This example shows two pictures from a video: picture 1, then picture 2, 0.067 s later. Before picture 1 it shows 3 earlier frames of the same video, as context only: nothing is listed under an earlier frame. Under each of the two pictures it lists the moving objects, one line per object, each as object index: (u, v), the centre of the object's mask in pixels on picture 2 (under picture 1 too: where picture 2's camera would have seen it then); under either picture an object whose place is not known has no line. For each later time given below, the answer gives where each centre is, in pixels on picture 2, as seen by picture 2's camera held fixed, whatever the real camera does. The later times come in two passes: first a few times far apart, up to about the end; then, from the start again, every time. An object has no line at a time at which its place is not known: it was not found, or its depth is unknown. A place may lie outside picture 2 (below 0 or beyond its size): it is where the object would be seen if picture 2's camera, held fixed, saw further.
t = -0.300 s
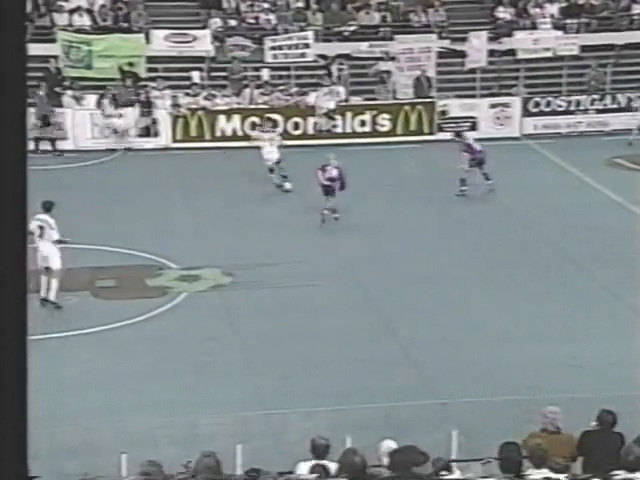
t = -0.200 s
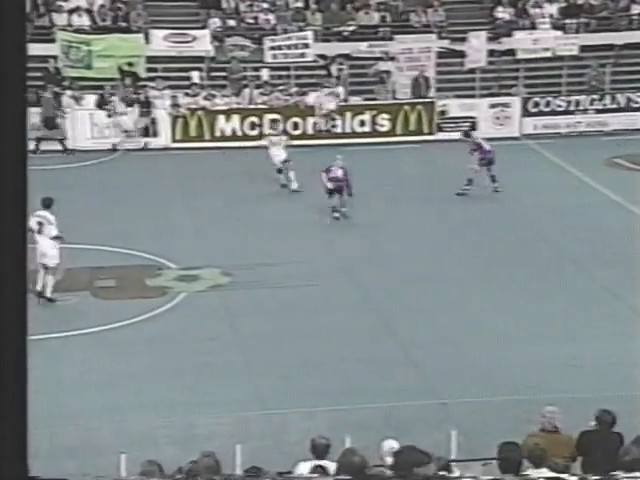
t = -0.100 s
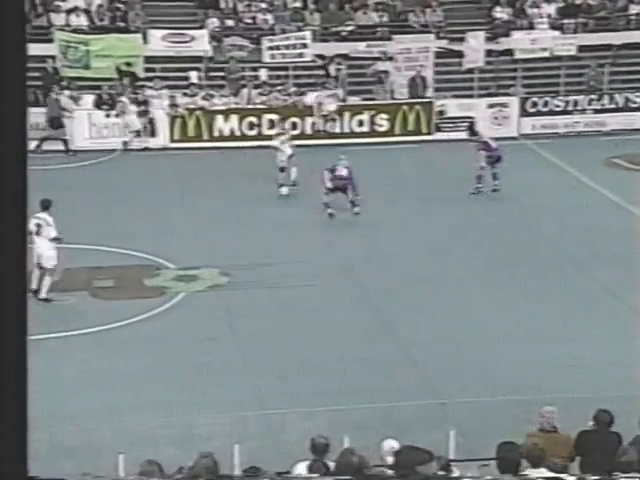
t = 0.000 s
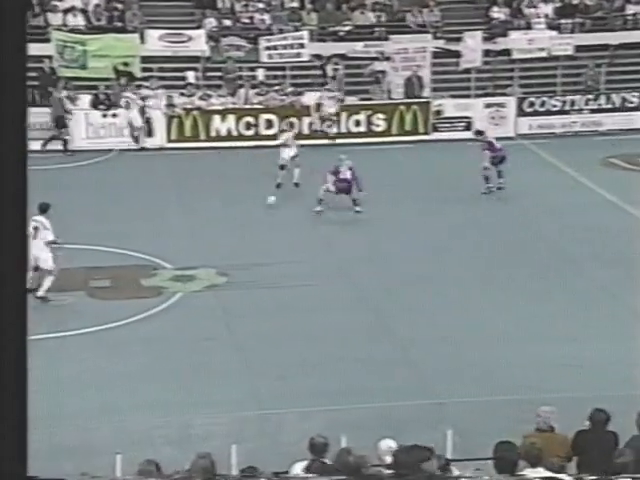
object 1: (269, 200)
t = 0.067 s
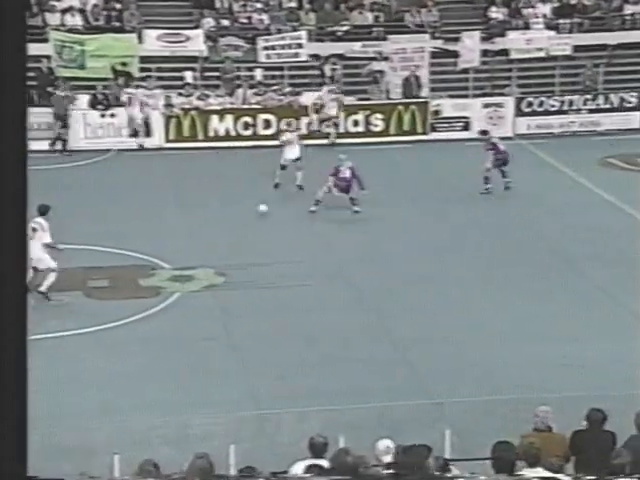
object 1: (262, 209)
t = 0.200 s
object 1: (248, 223)
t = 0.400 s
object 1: (227, 244)
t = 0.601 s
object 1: (207, 257)
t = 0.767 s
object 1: (189, 276)
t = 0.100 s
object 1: (259, 215)
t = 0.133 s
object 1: (255, 220)
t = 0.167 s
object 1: (252, 222)
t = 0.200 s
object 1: (248, 223)
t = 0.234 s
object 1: (245, 225)
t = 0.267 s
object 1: (242, 228)
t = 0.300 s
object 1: (238, 230)
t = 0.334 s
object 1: (234, 234)
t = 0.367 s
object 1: (231, 238)
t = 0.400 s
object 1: (227, 244)
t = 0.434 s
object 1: (223, 248)
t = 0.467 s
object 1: (220, 249)
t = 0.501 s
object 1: (217, 250)
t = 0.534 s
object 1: (214, 251)
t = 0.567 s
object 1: (210, 254)
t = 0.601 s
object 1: (207, 257)
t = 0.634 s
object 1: (203, 260)
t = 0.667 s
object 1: (200, 263)
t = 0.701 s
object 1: (196, 269)
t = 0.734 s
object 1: (192, 274)
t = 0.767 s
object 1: (189, 276)
